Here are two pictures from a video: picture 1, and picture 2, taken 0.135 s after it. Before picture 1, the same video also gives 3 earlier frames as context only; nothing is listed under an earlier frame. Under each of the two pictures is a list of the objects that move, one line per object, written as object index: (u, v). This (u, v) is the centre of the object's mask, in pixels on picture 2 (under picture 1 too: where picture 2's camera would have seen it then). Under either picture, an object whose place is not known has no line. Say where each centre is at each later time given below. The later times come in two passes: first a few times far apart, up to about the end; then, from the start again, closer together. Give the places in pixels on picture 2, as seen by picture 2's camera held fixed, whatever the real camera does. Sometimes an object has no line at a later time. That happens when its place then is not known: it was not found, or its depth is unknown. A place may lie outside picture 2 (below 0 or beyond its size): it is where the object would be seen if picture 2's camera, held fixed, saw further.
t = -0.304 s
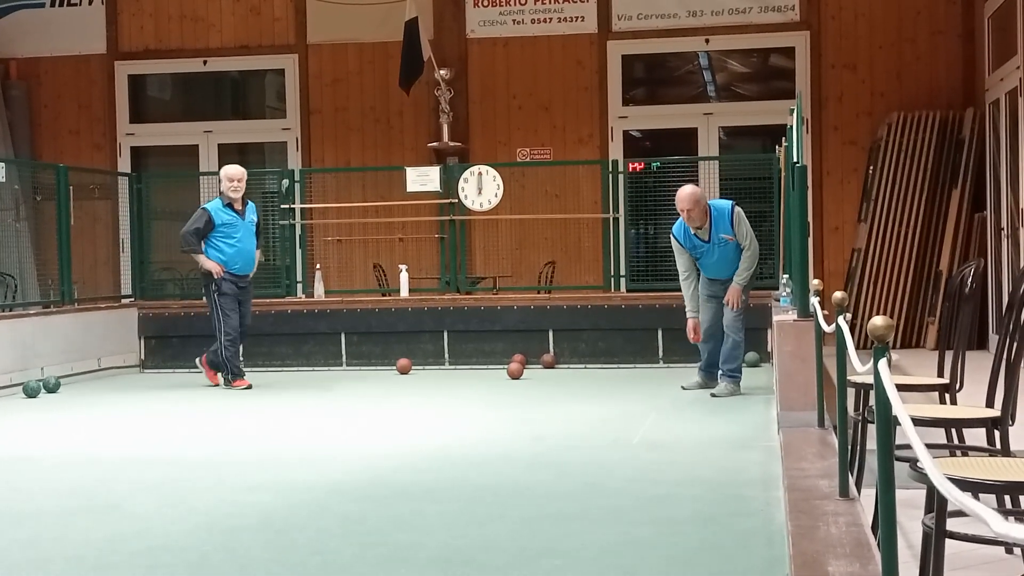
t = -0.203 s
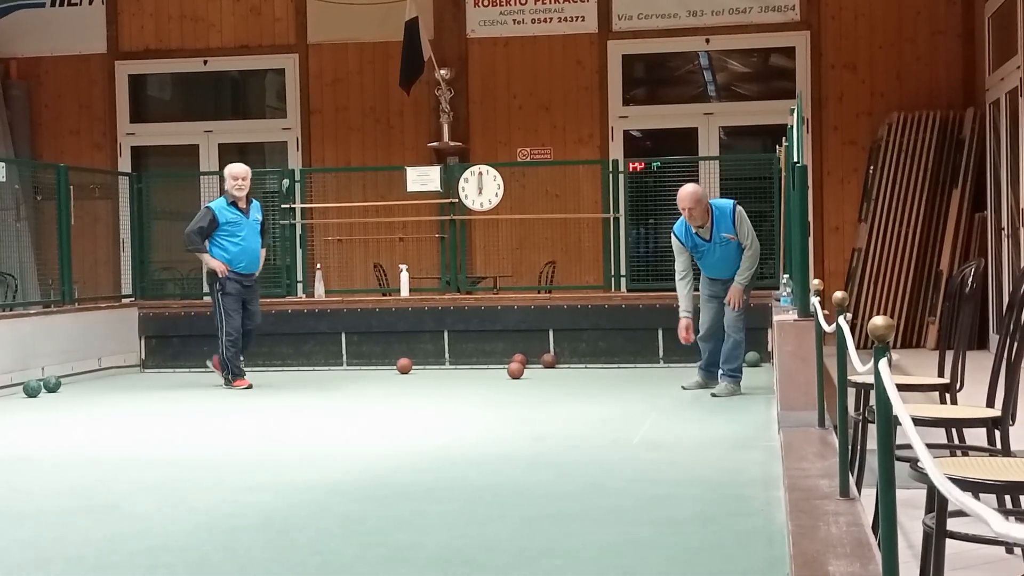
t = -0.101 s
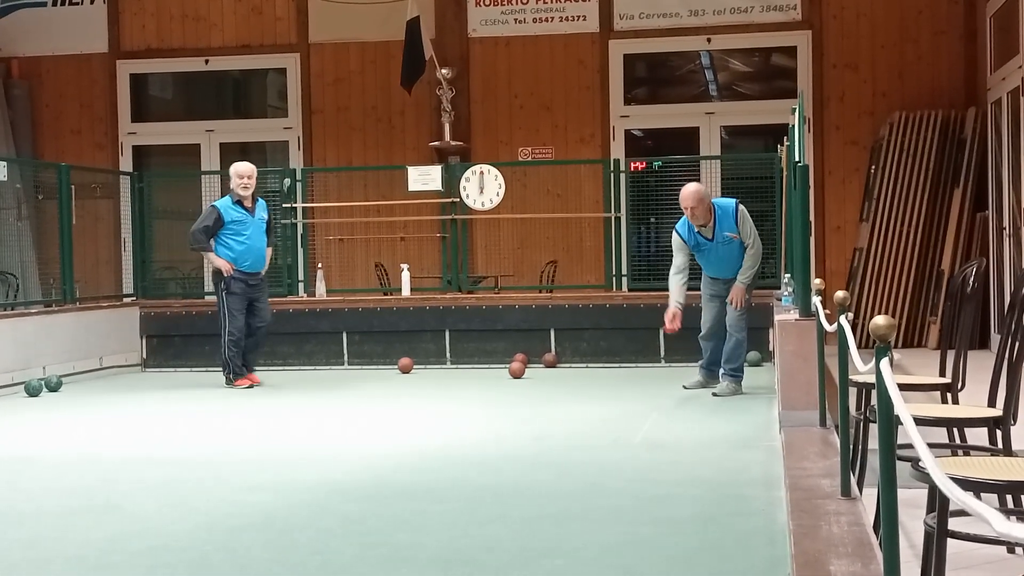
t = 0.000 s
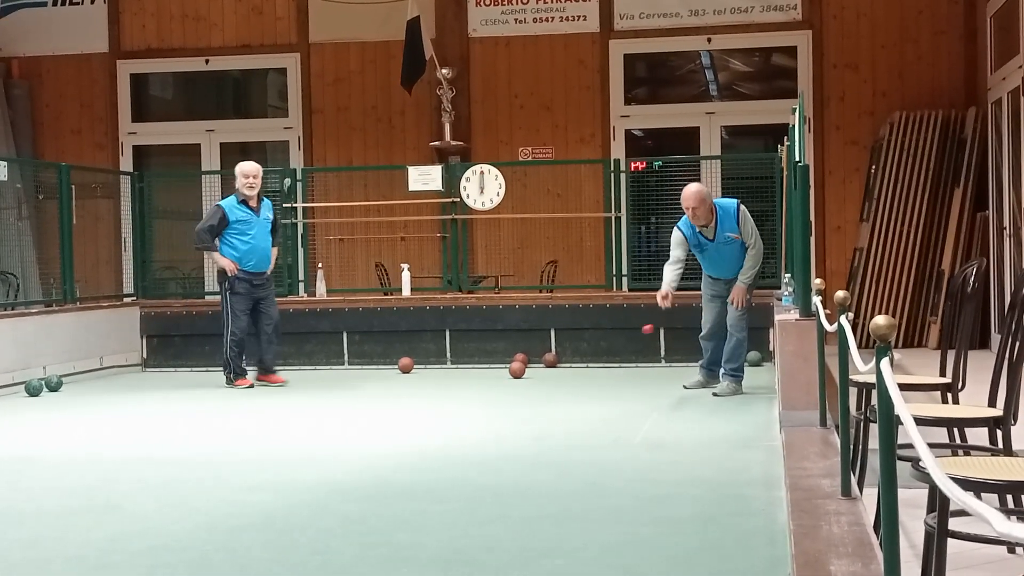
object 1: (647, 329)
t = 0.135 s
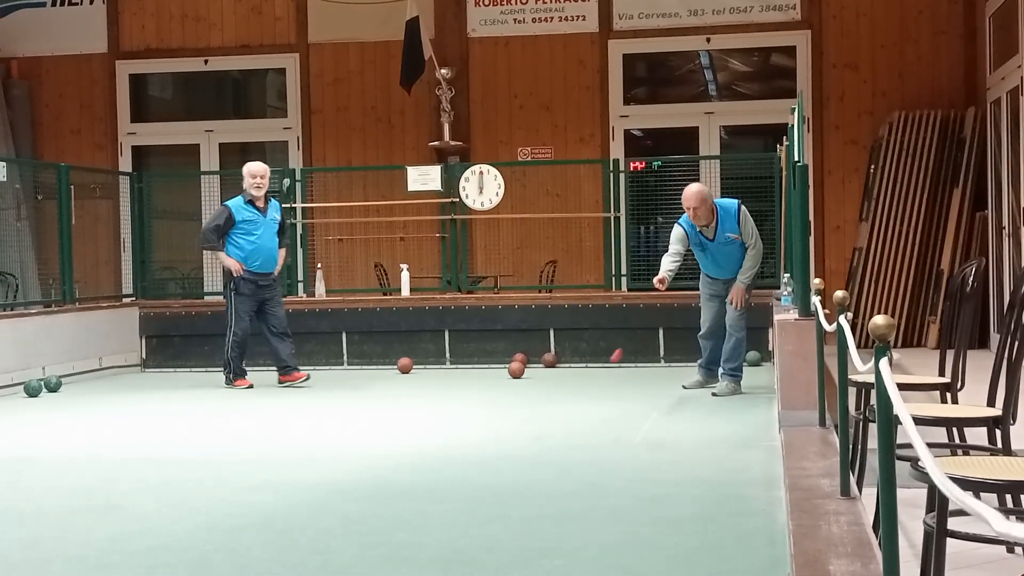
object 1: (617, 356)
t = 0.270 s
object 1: (584, 419)
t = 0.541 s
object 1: (533, 428)
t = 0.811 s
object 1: (467, 454)
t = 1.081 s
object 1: (386, 476)
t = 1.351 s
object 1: (292, 501)
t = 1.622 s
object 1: (176, 532)
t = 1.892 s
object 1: (30, 570)
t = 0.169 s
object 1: (610, 365)
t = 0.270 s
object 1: (584, 419)
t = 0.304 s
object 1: (577, 416)
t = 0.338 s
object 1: (571, 412)
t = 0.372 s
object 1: (565, 409)
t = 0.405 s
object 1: (559, 408)
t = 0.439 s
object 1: (552, 410)
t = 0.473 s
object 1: (546, 413)
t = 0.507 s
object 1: (540, 419)
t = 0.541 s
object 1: (533, 428)
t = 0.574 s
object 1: (526, 437)
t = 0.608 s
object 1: (519, 436)
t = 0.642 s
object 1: (511, 437)
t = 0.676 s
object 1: (502, 440)
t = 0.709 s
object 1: (494, 445)
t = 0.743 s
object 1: (484, 449)
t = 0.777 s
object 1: (476, 450)
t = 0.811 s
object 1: (467, 454)
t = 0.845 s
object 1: (458, 457)
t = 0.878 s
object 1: (449, 459)
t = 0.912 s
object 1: (439, 462)
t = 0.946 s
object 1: (429, 465)
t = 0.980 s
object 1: (418, 468)
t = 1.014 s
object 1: (408, 470)
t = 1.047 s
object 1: (398, 473)
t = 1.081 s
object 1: (386, 476)
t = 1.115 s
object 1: (376, 479)
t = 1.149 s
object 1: (365, 482)
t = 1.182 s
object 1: (353, 485)
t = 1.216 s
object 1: (342, 487)
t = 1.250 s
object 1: (329, 491)
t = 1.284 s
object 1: (317, 494)
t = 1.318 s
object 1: (305, 498)
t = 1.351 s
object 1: (292, 501)
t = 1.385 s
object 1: (278, 504)
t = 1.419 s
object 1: (265, 509)
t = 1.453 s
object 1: (250, 511)
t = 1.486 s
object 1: (236, 516)
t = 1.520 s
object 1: (222, 520)
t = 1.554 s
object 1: (206, 524)
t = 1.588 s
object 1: (191, 528)
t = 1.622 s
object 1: (176, 532)
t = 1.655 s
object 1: (159, 536)
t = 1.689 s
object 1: (143, 541)
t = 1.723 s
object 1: (126, 545)
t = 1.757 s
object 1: (108, 550)
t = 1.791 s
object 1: (90, 554)
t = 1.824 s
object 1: (71, 560)
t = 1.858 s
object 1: (50, 564)
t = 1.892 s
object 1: (30, 570)
